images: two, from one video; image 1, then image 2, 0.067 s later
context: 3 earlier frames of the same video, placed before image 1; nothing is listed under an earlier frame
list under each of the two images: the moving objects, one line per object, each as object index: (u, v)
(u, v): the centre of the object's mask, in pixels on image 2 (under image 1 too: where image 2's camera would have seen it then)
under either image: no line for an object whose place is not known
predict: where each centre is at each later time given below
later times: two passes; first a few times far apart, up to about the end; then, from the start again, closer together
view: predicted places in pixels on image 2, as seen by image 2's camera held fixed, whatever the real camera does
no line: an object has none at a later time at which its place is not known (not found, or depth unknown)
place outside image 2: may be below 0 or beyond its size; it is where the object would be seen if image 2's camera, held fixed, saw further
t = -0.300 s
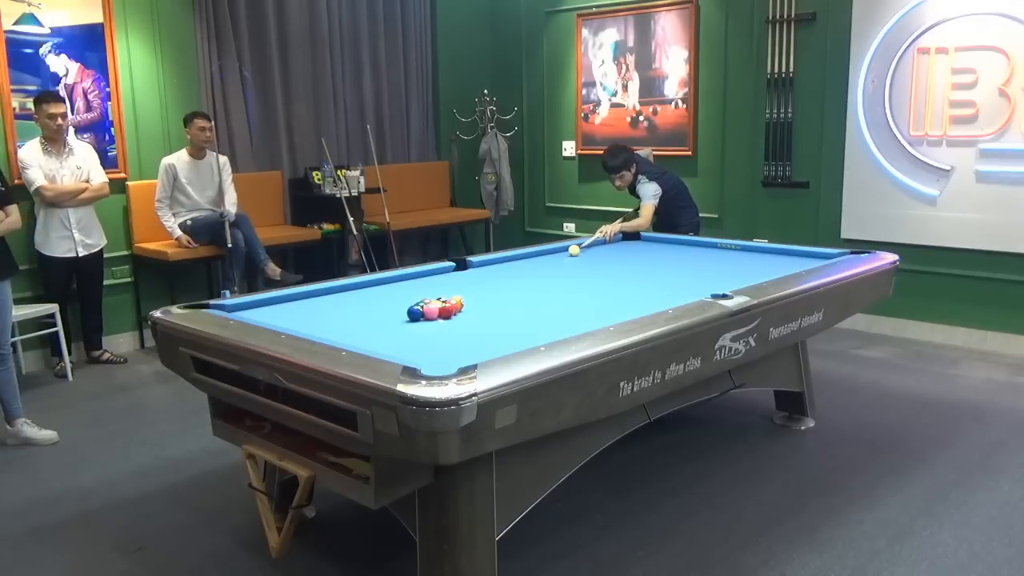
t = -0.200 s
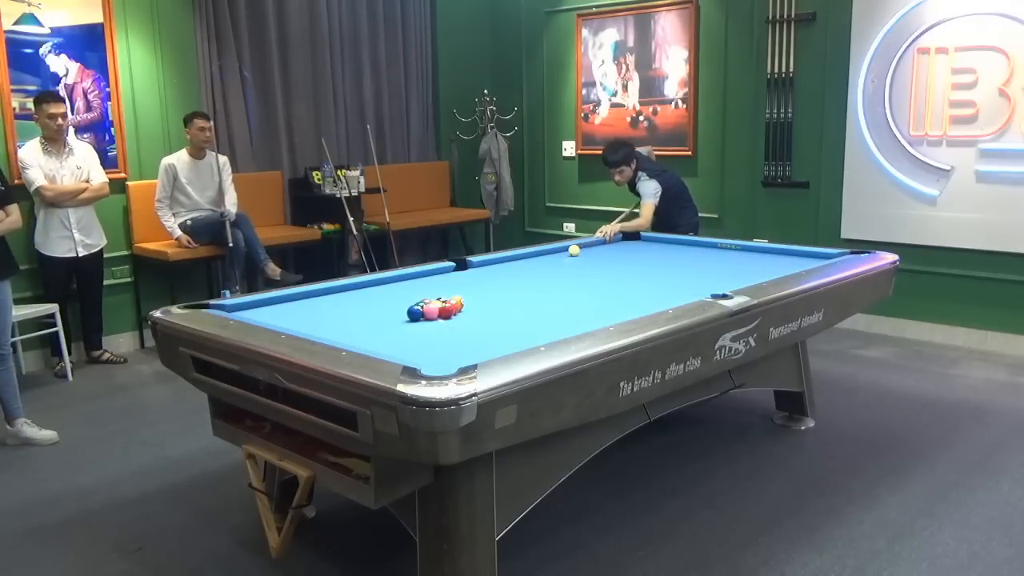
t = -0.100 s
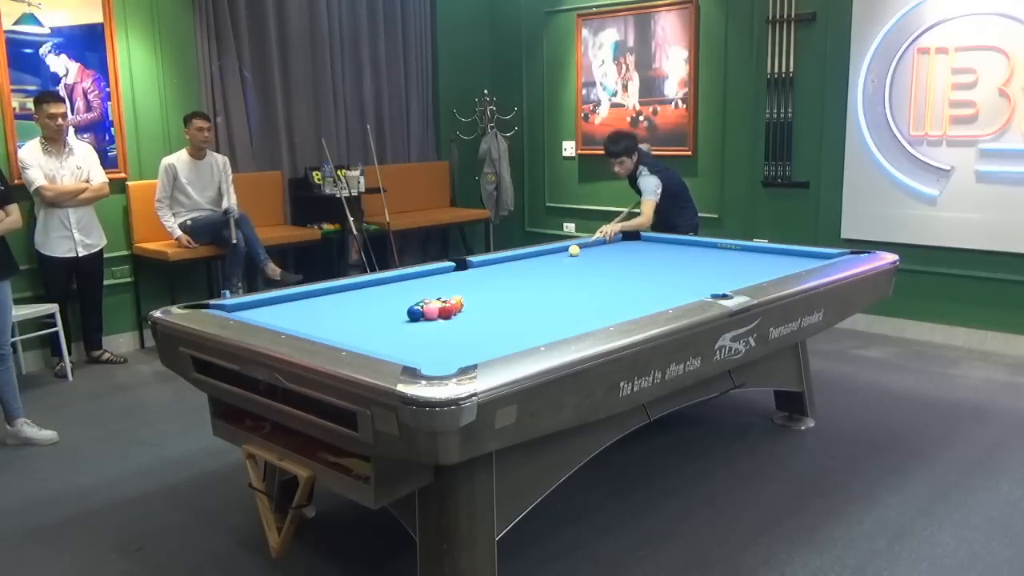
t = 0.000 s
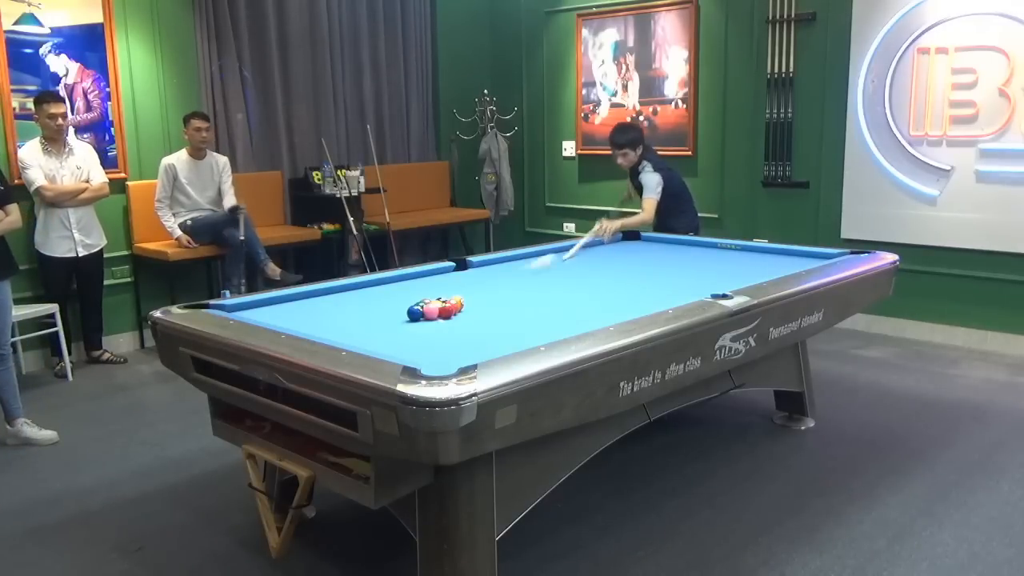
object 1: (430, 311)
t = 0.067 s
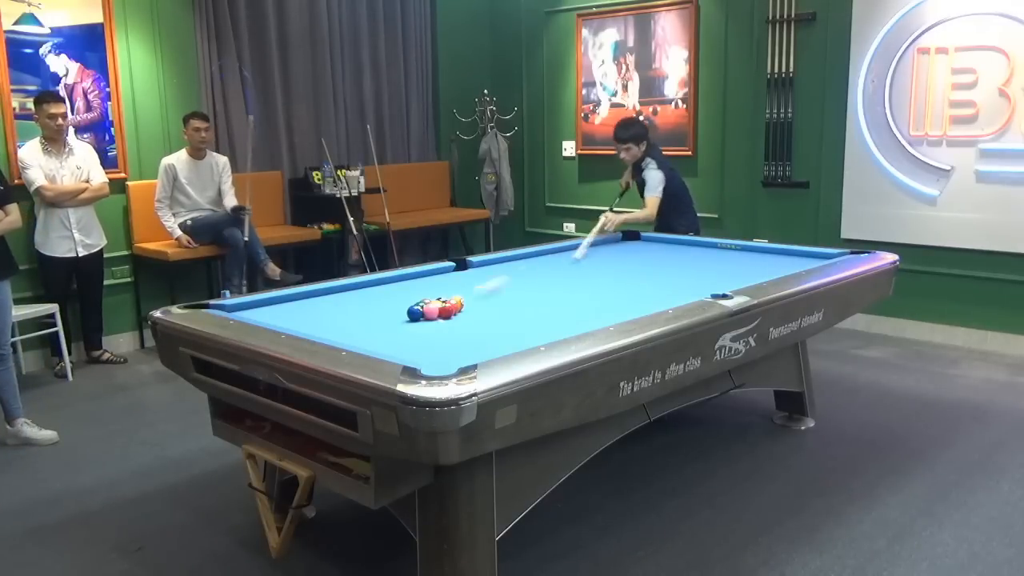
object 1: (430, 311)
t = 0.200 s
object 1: (418, 314)
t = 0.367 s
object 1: (396, 319)
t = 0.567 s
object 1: (374, 325)
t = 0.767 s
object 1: (352, 330)
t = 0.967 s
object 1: (330, 333)
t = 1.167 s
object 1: (336, 333)
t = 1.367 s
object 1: (349, 332)
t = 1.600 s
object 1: (363, 329)
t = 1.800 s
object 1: (373, 327)
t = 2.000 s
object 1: (383, 325)
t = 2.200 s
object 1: (391, 322)
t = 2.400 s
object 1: (398, 320)
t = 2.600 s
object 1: (405, 319)
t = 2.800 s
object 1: (411, 317)
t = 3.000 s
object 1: (415, 316)
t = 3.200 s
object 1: (420, 314)
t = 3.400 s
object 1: (423, 313)
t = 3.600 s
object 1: (426, 313)
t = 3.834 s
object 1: (429, 312)
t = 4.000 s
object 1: (430, 312)
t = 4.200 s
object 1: (431, 311)
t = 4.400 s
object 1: (432, 311)
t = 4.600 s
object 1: (431, 311)
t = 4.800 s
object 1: (431, 311)
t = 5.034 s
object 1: (431, 311)
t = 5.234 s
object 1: (430, 311)
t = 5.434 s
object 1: (431, 311)
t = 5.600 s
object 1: (431, 311)
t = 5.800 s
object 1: (430, 311)
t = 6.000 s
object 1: (431, 311)
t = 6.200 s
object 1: (431, 311)
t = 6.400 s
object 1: (431, 311)
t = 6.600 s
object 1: (431, 311)
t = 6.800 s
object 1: (431, 311)
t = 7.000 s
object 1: (431, 311)
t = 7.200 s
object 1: (430, 311)
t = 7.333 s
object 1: (431, 311)
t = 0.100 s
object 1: (430, 311)
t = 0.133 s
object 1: (426, 312)
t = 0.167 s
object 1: (421, 313)
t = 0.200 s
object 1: (418, 314)
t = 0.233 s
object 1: (414, 315)
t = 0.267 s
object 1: (407, 317)
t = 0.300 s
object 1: (403, 318)
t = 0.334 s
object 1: (400, 318)
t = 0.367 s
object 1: (396, 319)
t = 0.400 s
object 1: (392, 320)
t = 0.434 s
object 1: (389, 321)
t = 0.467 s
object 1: (385, 322)
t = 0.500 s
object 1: (381, 323)
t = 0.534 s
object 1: (377, 325)
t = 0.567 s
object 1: (374, 325)
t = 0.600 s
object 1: (370, 326)
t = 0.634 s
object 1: (367, 326)
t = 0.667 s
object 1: (363, 327)
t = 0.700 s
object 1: (359, 328)
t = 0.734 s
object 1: (355, 329)
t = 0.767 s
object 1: (352, 330)
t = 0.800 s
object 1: (348, 331)
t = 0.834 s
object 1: (344, 332)
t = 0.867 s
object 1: (341, 333)
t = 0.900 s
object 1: (337, 333)
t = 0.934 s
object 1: (333, 333)
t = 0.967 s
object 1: (330, 333)
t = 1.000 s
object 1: (327, 333)
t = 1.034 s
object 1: (328, 333)
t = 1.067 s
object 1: (330, 333)
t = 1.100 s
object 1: (332, 333)
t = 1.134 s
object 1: (335, 333)
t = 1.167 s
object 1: (336, 333)
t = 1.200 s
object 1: (339, 333)
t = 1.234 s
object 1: (341, 333)
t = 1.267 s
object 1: (343, 333)
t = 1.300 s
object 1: (345, 332)
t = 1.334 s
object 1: (347, 332)
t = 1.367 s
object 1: (349, 332)
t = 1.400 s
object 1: (351, 331)
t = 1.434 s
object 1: (353, 331)
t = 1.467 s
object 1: (355, 330)
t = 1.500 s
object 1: (357, 330)
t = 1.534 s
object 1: (359, 330)
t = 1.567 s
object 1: (361, 329)
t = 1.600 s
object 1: (363, 329)
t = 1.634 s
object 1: (365, 329)
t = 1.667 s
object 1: (367, 328)
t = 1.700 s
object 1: (368, 328)
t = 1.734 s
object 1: (370, 327)
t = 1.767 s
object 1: (372, 327)
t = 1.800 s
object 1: (373, 327)
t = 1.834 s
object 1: (375, 326)
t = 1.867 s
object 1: (377, 326)
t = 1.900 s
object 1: (378, 325)
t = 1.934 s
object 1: (380, 325)
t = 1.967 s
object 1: (381, 325)
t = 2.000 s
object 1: (383, 325)
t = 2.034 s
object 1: (384, 324)
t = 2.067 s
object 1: (386, 323)
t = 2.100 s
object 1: (387, 323)
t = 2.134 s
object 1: (388, 323)
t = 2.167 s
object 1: (390, 323)
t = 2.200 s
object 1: (391, 322)
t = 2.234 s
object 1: (392, 322)
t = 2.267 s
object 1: (394, 322)
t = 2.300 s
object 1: (395, 321)
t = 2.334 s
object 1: (396, 321)
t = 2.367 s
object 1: (397, 321)
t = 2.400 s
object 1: (398, 320)
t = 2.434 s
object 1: (400, 320)
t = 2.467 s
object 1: (401, 319)
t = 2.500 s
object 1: (402, 319)
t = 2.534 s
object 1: (403, 319)
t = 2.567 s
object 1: (404, 319)
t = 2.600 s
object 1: (405, 319)
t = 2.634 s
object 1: (406, 318)
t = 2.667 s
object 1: (407, 318)
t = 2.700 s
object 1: (408, 318)
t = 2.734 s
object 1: (409, 317)
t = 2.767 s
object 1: (410, 317)
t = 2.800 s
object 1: (411, 317)
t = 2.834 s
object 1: (412, 317)
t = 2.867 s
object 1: (413, 317)
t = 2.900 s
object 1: (413, 316)
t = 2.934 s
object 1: (414, 316)
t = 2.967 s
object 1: (415, 316)
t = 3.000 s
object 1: (415, 316)
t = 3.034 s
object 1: (416, 316)
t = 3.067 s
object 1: (417, 315)
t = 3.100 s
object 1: (418, 315)
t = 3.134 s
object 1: (418, 315)
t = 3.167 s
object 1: (419, 315)
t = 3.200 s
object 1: (420, 314)
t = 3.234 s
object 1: (420, 314)
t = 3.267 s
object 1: (421, 314)
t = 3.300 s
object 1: (421, 314)
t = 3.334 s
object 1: (422, 314)
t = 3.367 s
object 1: (423, 314)
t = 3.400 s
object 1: (423, 313)
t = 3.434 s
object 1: (424, 313)
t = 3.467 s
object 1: (424, 313)
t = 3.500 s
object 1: (425, 313)
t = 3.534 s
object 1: (425, 313)
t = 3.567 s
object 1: (426, 313)
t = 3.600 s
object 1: (426, 313)
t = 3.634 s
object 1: (427, 313)
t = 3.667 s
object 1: (427, 312)
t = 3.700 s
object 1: (427, 312)
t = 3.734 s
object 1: (428, 312)
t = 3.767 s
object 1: (428, 312)
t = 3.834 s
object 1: (429, 312)
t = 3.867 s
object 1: (429, 312)
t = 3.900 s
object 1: (429, 312)
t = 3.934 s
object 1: (430, 312)
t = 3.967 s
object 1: (430, 312)
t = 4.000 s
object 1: (430, 312)
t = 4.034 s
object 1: (430, 312)
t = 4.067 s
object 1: (431, 311)
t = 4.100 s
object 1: (431, 311)
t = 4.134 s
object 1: (431, 311)
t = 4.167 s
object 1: (431, 311)
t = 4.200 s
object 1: (431, 311)
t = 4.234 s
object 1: (431, 311)
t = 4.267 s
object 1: (432, 311)
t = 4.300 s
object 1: (431, 311)
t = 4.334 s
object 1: (431, 311)
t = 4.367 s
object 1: (432, 311)
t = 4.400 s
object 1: (432, 311)
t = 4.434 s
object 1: (431, 311)
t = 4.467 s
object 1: (431, 311)
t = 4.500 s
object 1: (431, 311)
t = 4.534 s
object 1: (431, 311)
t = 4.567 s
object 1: (430, 311)
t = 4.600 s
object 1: (431, 311)
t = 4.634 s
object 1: (431, 311)
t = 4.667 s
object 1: (431, 311)
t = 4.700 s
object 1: (430, 311)
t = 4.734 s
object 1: (431, 311)
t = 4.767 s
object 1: (431, 311)
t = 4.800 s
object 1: (431, 311)
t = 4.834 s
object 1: (431, 311)
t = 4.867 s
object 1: (430, 311)
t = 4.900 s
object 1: (431, 311)
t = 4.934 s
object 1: (431, 311)
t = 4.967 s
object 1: (431, 311)
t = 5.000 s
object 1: (431, 311)
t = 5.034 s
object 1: (431, 311)
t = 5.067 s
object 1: (431, 311)
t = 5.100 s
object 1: (431, 311)
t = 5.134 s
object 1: (431, 311)
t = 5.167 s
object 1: (430, 311)
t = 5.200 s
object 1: (430, 311)
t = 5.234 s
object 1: (430, 311)
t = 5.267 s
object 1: (431, 311)
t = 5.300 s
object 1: (431, 311)
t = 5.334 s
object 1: (430, 311)
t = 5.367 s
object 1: (430, 311)
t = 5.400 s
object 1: (430, 311)
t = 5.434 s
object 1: (431, 311)
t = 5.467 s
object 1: (431, 311)
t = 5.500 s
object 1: (430, 311)
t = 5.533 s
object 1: (430, 311)
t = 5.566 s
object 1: (431, 311)
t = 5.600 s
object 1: (431, 311)
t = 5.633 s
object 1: (430, 311)
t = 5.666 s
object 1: (431, 311)
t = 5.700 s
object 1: (431, 311)
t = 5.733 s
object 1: (430, 311)
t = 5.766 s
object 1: (431, 311)
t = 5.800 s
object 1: (430, 311)
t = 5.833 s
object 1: (430, 311)
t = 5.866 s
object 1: (431, 311)
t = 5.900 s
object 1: (431, 311)
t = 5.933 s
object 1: (431, 311)
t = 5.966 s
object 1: (431, 311)
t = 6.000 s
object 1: (431, 311)
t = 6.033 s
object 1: (431, 311)
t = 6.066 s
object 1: (431, 311)
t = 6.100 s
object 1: (431, 311)
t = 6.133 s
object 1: (431, 311)
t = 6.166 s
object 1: (431, 311)
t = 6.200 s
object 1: (431, 311)
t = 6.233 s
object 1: (431, 311)
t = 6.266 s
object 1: (431, 311)
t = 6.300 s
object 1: (431, 311)
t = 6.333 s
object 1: (431, 311)
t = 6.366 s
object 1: (431, 311)
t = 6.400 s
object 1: (431, 311)
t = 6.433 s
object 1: (431, 311)
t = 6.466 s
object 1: (431, 311)
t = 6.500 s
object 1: (431, 311)
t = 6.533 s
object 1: (431, 311)
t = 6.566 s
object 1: (431, 311)
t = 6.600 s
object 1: (431, 311)
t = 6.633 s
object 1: (430, 311)
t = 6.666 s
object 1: (431, 311)
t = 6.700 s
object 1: (431, 311)
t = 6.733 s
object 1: (431, 311)
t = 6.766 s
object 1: (431, 311)
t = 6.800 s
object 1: (431, 311)
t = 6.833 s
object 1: (431, 311)
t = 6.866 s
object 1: (431, 311)
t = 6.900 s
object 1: (431, 311)
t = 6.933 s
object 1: (431, 311)
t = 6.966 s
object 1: (431, 311)
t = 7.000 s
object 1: (431, 311)
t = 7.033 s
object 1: (431, 311)
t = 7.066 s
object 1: (430, 311)
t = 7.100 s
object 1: (430, 311)
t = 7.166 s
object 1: (430, 311)
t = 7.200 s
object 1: (430, 311)
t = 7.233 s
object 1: (430, 311)
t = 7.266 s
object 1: (431, 311)
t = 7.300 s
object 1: (430, 311)
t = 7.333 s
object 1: (431, 311)
